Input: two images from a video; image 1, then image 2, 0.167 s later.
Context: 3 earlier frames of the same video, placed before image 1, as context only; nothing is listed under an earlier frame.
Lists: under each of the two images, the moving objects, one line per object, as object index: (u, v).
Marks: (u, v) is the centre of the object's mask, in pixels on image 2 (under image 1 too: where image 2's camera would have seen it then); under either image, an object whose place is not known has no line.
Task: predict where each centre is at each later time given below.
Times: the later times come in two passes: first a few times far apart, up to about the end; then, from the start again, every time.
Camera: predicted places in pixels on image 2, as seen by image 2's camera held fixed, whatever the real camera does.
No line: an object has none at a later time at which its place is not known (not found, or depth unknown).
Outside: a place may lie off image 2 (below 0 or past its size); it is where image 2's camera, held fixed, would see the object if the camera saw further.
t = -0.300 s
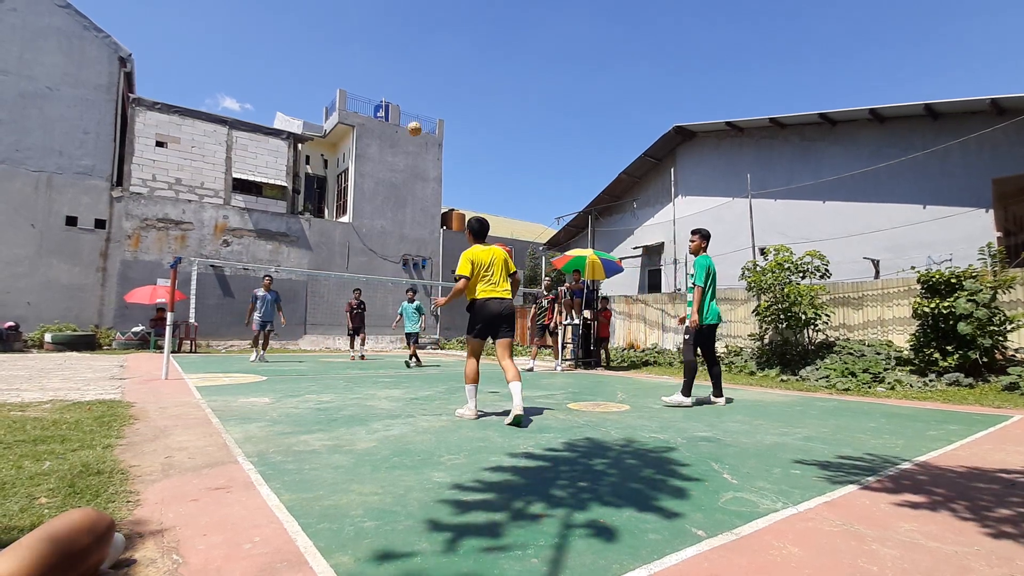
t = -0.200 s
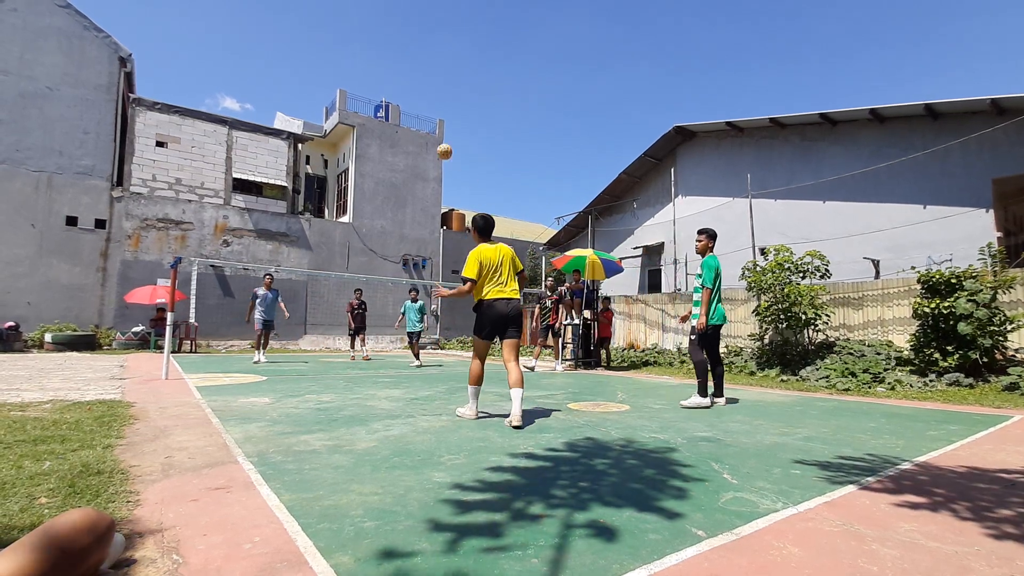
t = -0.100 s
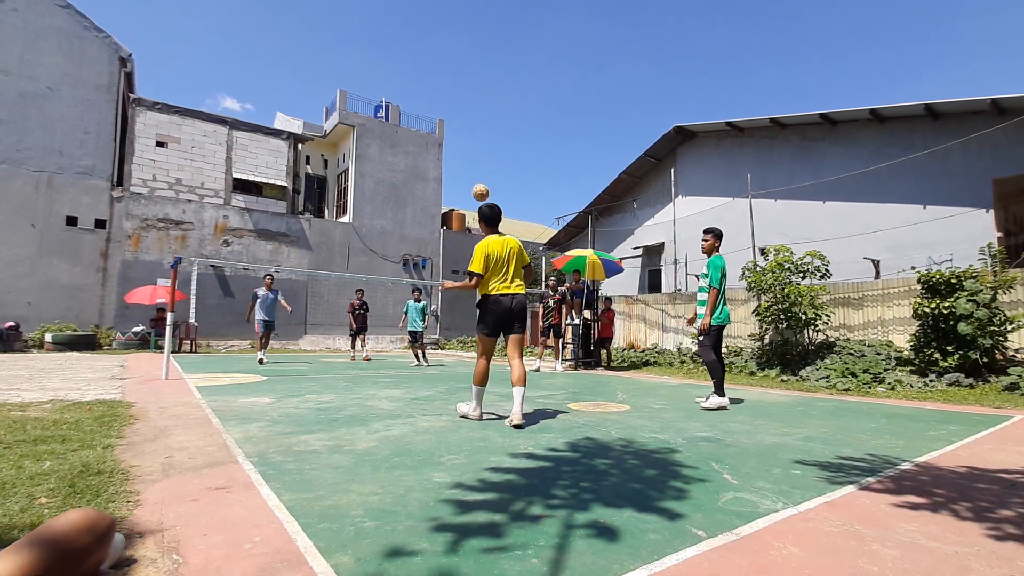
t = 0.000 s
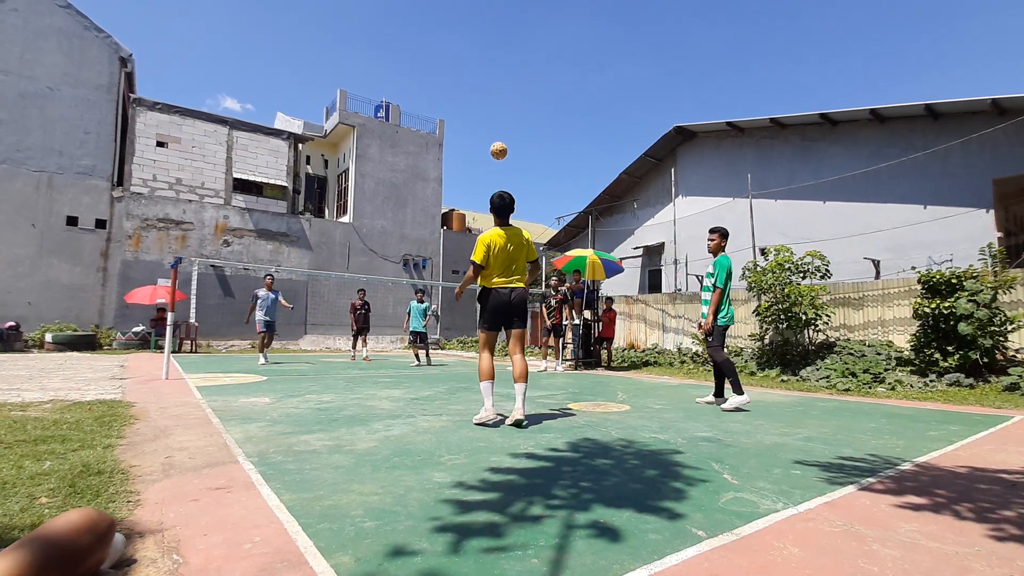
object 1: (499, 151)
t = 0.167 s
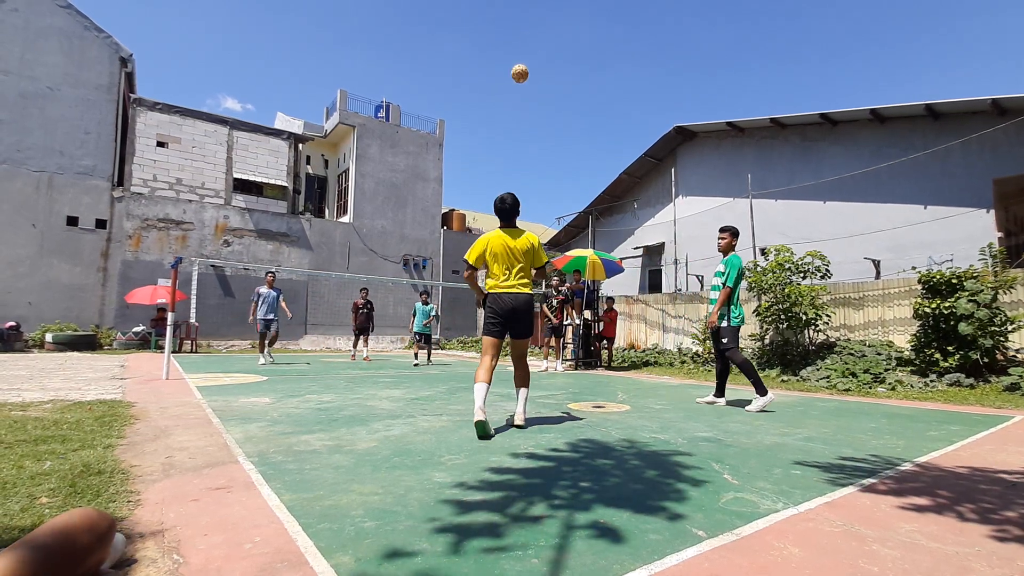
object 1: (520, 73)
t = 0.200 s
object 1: (524, 62)
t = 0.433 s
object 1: (552, 19)
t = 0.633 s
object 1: (575, 35)
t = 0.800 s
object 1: (593, 90)
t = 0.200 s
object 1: (524, 62)
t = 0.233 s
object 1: (528, 52)
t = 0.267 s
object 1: (532, 43)
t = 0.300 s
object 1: (536, 36)
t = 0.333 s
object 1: (540, 29)
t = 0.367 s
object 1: (544, 25)
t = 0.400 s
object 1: (548, 21)
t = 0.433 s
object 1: (552, 19)
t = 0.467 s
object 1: (556, 18)
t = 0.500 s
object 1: (560, 19)
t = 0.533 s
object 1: (563, 21)
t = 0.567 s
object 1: (567, 24)
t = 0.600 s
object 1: (571, 29)
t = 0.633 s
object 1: (575, 35)
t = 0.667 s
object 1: (578, 43)
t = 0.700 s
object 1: (582, 53)
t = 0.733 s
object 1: (586, 64)
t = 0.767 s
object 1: (589, 76)
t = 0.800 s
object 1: (593, 90)
